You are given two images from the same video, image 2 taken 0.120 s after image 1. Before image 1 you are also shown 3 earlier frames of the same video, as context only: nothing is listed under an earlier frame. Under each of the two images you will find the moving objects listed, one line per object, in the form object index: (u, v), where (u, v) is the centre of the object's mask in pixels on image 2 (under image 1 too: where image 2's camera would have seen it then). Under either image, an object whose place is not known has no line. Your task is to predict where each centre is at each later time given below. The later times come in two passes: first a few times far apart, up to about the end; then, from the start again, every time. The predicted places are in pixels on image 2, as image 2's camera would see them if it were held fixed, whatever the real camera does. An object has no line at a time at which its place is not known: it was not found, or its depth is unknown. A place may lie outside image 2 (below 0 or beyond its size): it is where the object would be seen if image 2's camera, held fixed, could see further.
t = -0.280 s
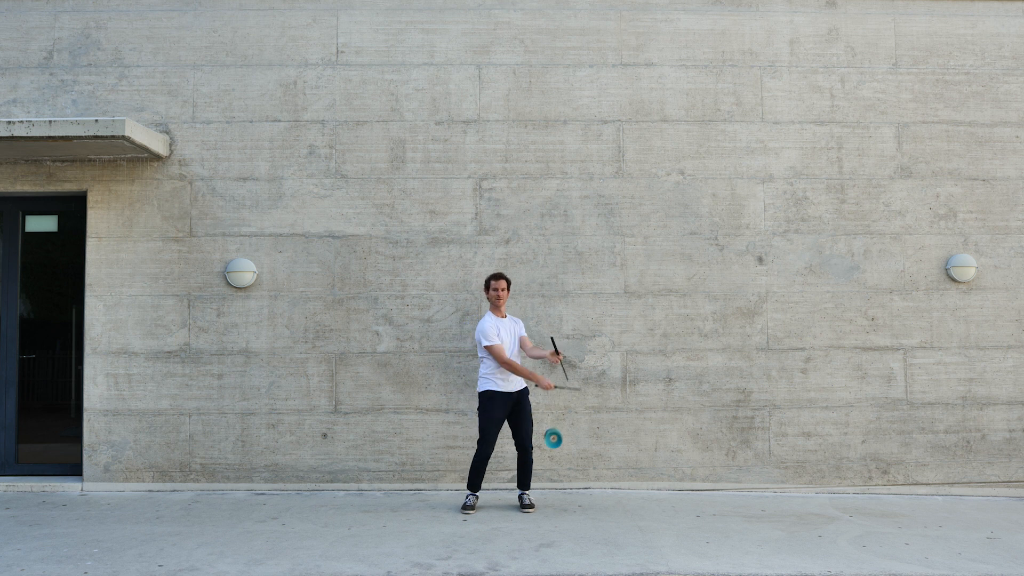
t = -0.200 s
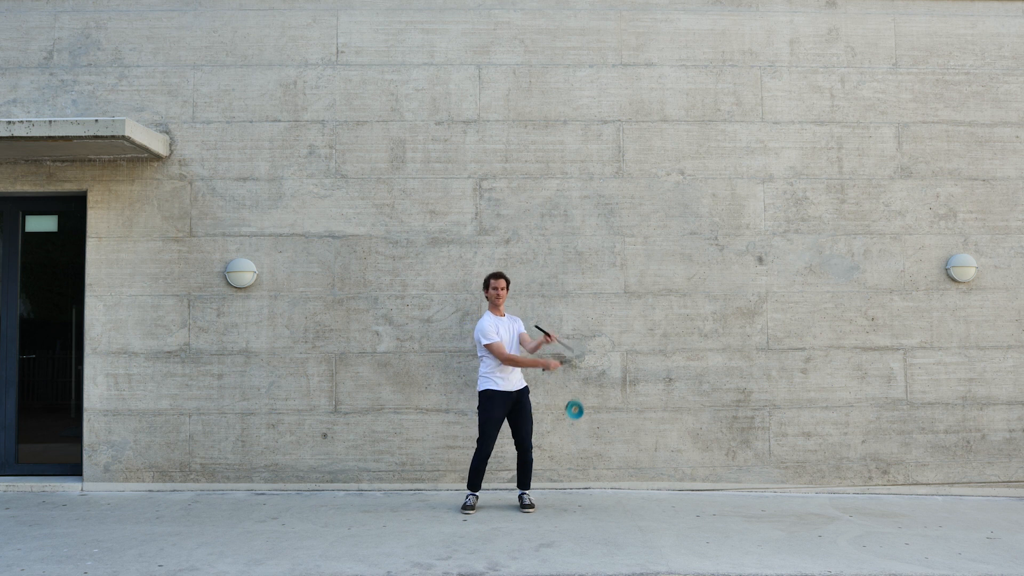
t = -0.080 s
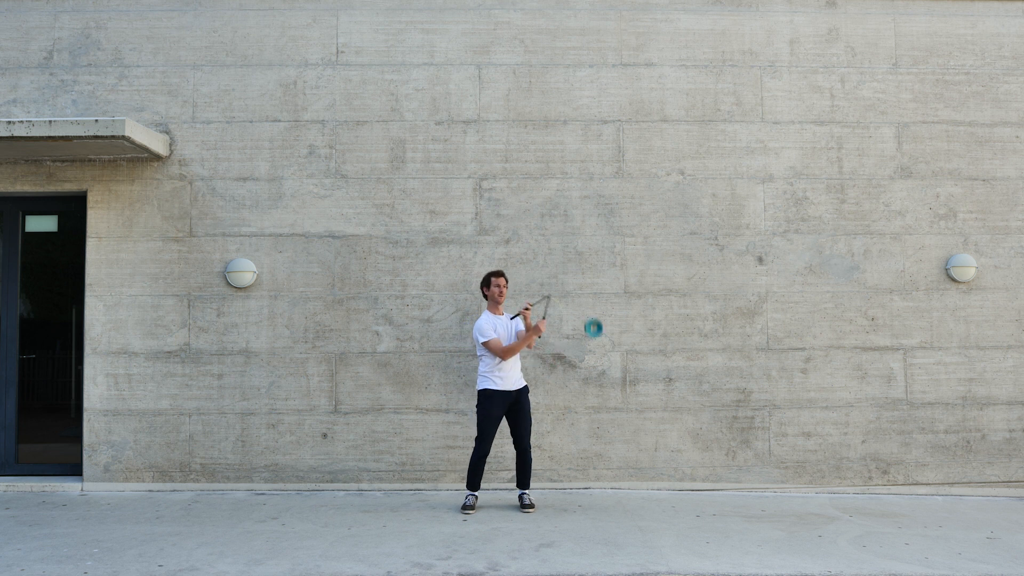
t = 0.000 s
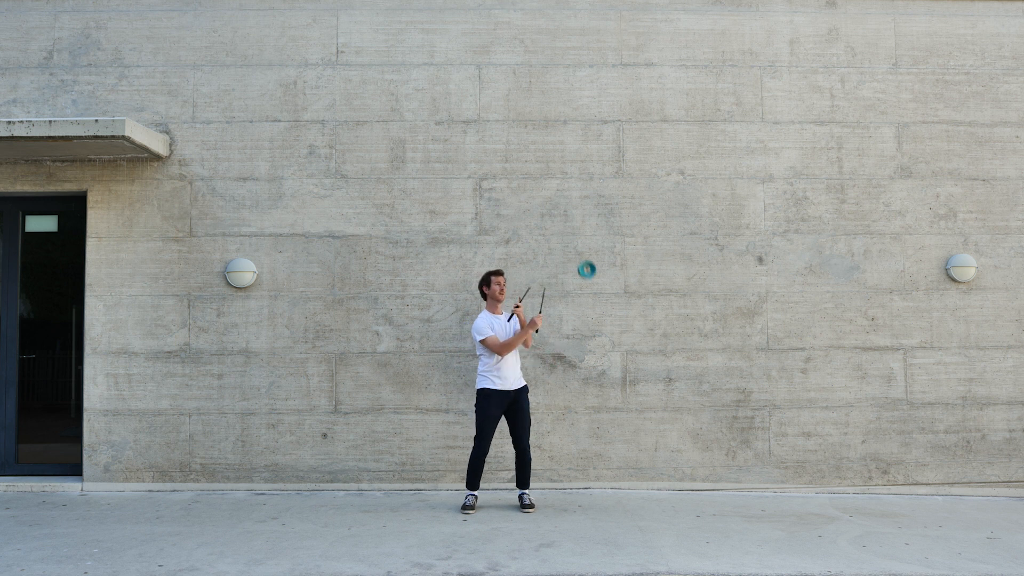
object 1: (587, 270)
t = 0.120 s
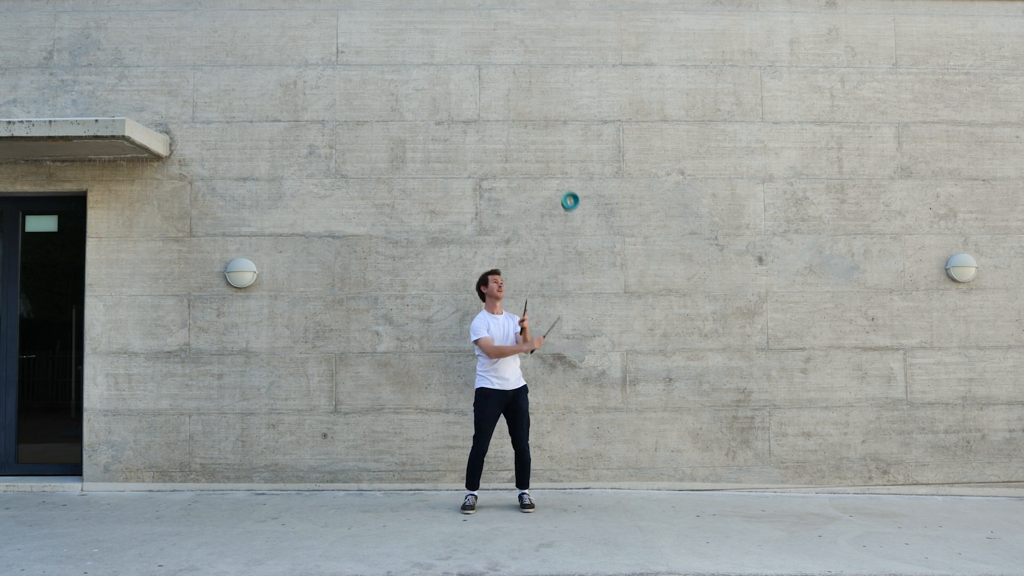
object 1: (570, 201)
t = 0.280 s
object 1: (547, 141)
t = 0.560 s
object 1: (507, 115)
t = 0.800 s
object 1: (473, 173)
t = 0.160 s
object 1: (564, 183)
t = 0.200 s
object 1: (558, 167)
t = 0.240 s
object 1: (553, 153)
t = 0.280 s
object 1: (547, 141)
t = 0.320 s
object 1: (541, 131)
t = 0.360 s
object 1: (535, 123)
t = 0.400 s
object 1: (530, 117)
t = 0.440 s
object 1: (524, 113)
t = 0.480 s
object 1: (518, 112)
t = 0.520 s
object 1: (513, 112)
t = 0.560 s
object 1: (507, 115)
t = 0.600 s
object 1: (501, 119)
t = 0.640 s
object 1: (496, 125)
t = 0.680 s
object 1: (490, 134)
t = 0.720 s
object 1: (484, 145)
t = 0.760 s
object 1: (478, 158)
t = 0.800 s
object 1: (473, 173)
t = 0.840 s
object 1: (467, 190)
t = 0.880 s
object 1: (461, 210)
